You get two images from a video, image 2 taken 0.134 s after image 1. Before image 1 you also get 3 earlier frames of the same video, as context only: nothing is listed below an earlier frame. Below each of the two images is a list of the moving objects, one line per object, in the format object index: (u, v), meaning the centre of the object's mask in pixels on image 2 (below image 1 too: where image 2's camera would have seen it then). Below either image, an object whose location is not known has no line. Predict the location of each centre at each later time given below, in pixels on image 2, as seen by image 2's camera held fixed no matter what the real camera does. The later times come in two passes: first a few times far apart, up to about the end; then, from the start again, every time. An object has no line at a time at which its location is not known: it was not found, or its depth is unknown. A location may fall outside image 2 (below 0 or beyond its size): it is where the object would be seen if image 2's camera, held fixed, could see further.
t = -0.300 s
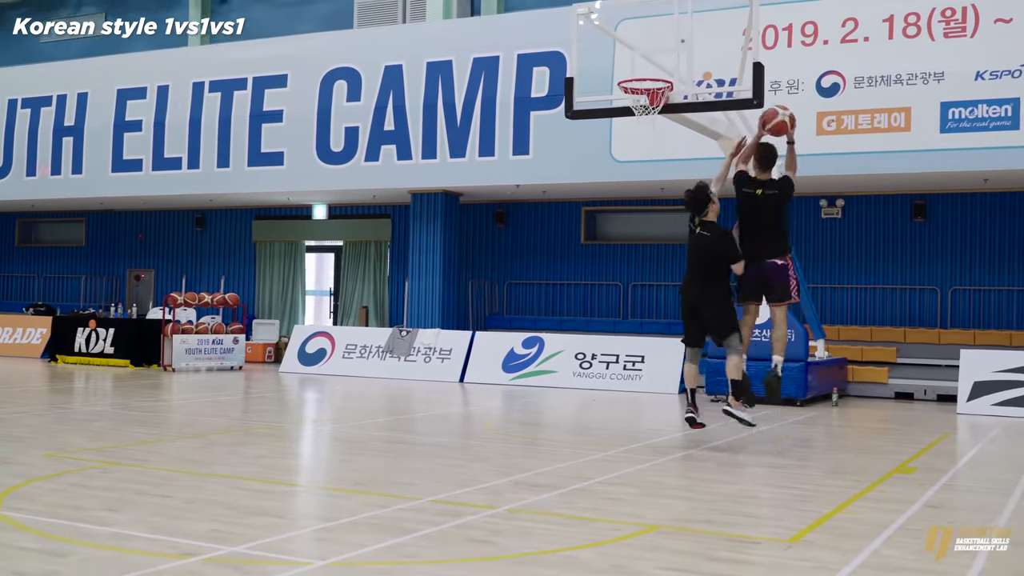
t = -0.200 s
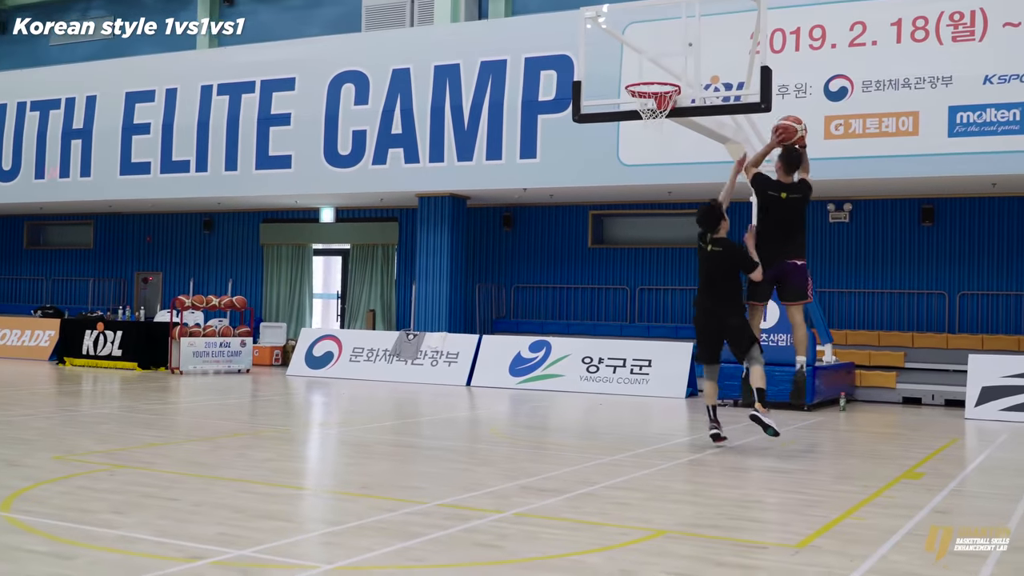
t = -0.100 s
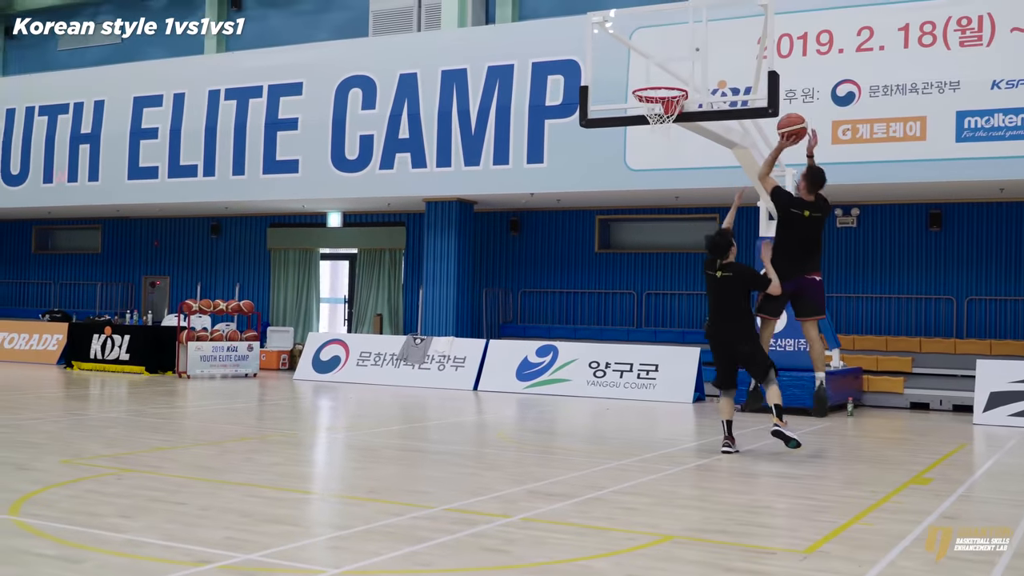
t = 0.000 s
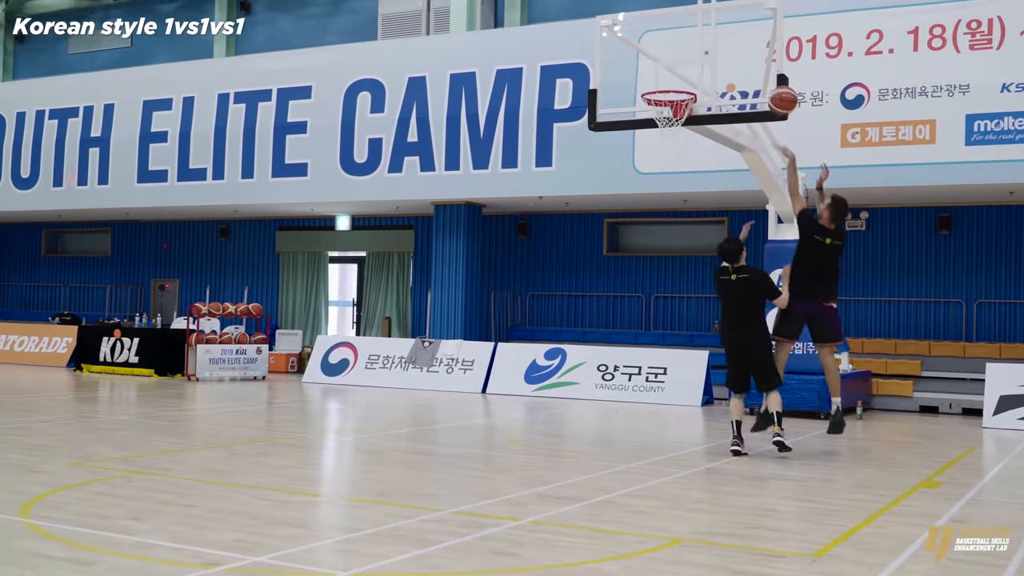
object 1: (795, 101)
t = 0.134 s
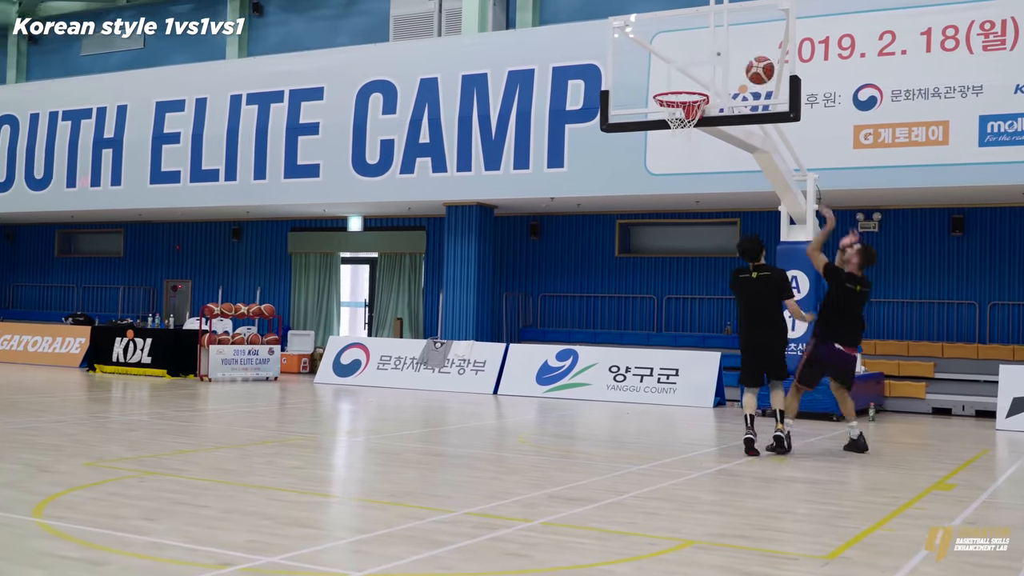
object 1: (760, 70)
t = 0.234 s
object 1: (735, 61)
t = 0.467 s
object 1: (683, 75)
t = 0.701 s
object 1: (691, 84)
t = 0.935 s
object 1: (698, 81)
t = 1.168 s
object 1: (696, 83)
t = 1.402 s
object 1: (685, 88)
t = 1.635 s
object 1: (667, 119)
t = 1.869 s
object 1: (678, 134)
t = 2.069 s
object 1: (690, 179)
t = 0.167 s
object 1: (751, 66)
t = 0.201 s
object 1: (743, 63)
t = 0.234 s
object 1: (735, 61)
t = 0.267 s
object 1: (727, 60)
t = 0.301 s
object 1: (719, 61)
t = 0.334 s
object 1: (712, 63)
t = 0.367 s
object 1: (705, 64)
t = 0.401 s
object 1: (698, 67)
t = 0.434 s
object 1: (691, 70)
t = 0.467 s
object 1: (683, 75)
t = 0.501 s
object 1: (676, 80)
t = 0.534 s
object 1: (669, 87)
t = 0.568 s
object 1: (671, 89)
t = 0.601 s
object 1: (674, 90)
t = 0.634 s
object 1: (680, 90)
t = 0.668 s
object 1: (686, 86)
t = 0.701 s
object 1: (691, 84)
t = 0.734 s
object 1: (697, 83)
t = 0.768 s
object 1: (699, 82)
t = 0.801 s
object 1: (699, 81)
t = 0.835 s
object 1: (699, 80)
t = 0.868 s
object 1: (698, 79)
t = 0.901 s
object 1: (698, 80)
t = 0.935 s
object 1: (698, 81)
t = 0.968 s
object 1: (698, 84)
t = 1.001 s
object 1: (699, 83)
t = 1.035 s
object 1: (700, 81)
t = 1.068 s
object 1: (700, 81)
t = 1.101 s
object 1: (700, 82)
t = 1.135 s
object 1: (698, 82)
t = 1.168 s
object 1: (696, 83)
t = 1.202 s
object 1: (694, 83)
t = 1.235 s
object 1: (693, 82)
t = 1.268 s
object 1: (691, 82)
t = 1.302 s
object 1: (690, 82)
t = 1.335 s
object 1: (688, 86)
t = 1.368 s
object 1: (687, 88)
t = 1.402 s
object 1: (685, 88)
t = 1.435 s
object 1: (682, 90)
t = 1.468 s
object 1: (680, 93)
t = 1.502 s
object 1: (678, 96)
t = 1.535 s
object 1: (676, 102)
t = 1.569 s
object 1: (674, 107)
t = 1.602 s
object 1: (669, 112)
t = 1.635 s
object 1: (667, 119)
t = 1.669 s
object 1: (666, 119)
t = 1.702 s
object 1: (671, 119)
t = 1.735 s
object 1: (669, 120)
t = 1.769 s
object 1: (672, 121)
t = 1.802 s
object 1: (675, 126)
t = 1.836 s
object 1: (675, 132)
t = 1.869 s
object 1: (678, 134)
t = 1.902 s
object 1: (681, 136)
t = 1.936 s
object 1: (682, 142)
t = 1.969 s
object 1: (684, 149)
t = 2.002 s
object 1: (687, 158)
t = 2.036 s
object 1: (688, 168)
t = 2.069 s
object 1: (690, 179)
